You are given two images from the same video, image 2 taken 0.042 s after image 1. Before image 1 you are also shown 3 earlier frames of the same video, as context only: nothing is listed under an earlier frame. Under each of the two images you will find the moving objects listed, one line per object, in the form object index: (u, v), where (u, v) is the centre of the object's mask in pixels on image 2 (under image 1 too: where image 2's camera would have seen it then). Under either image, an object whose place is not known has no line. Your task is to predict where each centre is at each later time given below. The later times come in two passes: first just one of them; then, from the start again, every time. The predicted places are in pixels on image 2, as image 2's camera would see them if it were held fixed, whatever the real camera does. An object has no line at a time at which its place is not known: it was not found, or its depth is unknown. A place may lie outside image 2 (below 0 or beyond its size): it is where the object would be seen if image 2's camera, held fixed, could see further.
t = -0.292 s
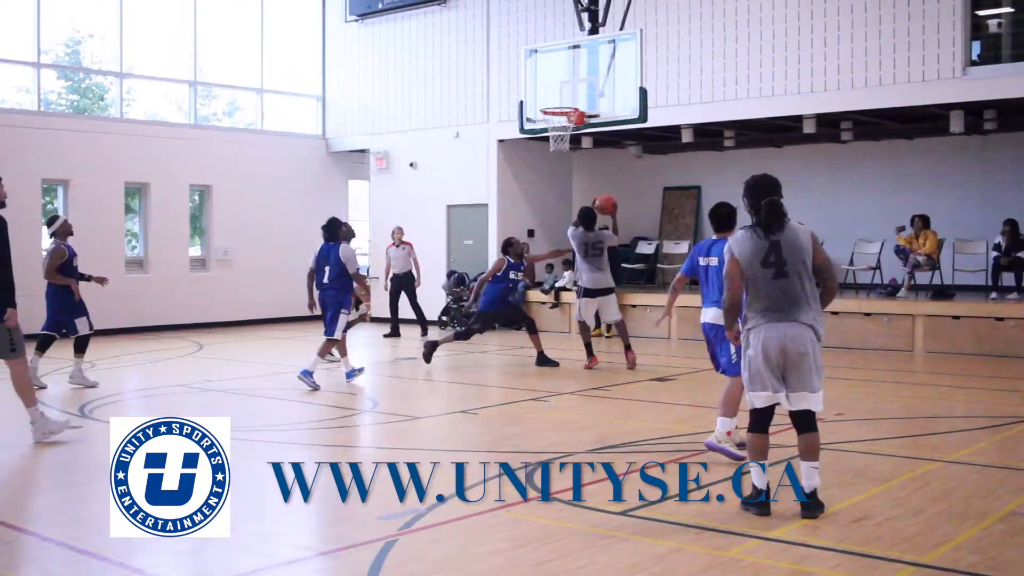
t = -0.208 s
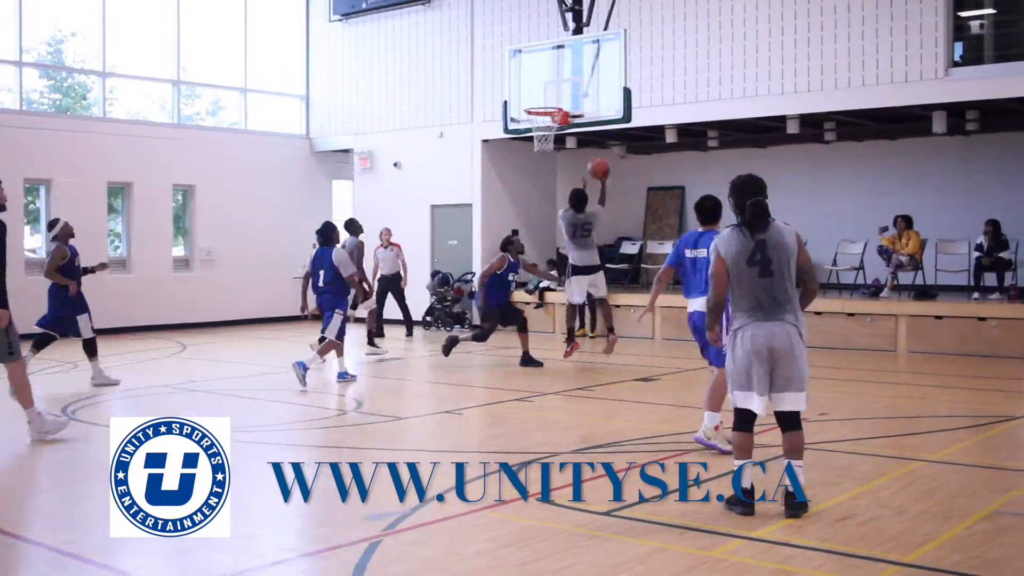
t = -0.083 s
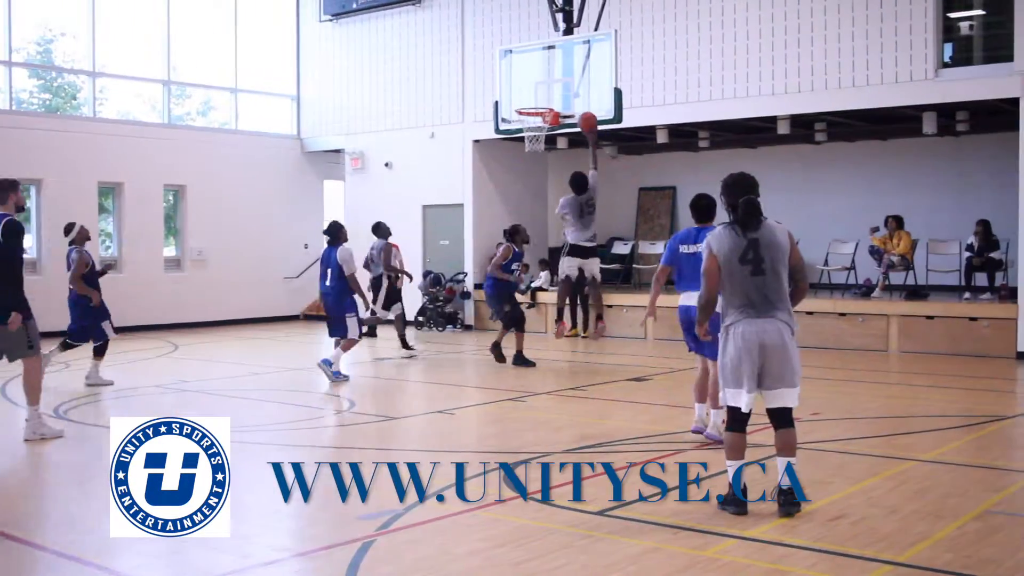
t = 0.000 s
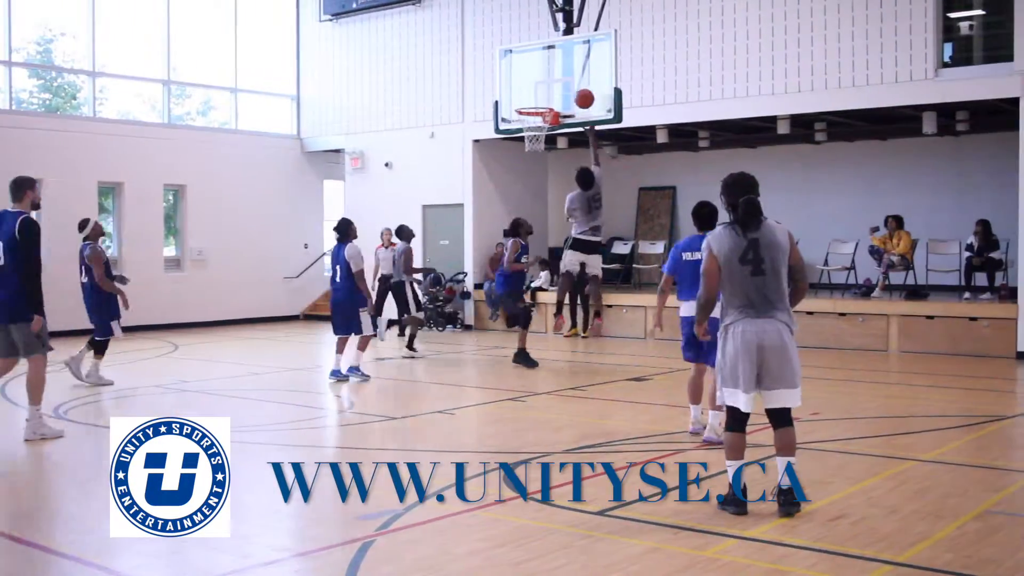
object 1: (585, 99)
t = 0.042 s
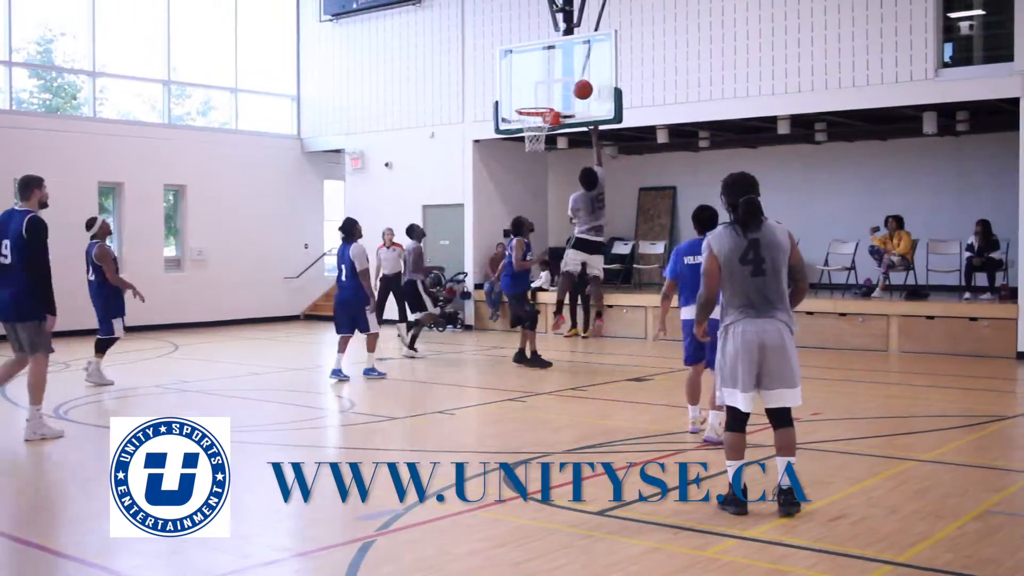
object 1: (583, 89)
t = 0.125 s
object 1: (580, 76)
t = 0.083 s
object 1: (581, 82)
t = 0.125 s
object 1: (580, 76)
